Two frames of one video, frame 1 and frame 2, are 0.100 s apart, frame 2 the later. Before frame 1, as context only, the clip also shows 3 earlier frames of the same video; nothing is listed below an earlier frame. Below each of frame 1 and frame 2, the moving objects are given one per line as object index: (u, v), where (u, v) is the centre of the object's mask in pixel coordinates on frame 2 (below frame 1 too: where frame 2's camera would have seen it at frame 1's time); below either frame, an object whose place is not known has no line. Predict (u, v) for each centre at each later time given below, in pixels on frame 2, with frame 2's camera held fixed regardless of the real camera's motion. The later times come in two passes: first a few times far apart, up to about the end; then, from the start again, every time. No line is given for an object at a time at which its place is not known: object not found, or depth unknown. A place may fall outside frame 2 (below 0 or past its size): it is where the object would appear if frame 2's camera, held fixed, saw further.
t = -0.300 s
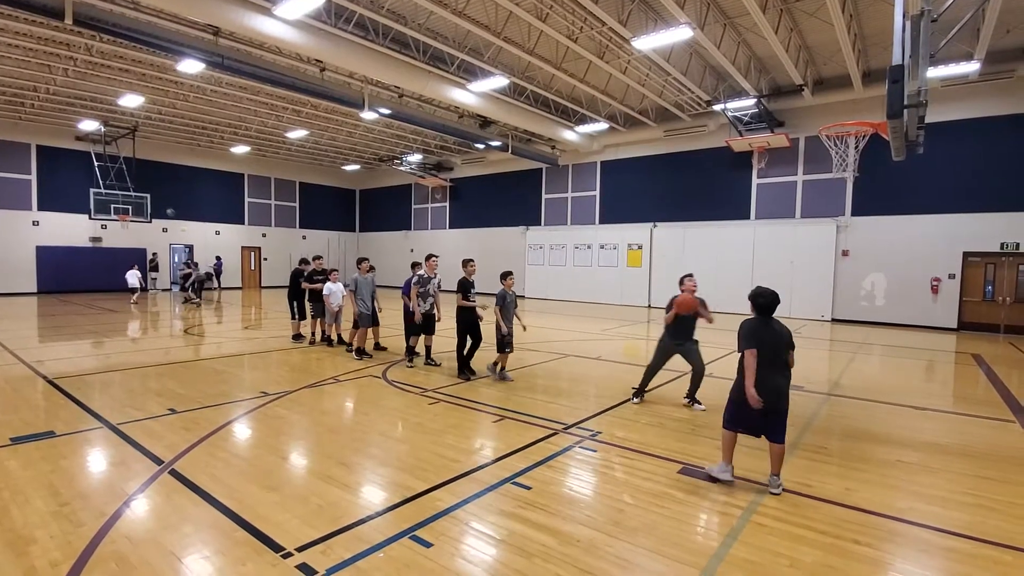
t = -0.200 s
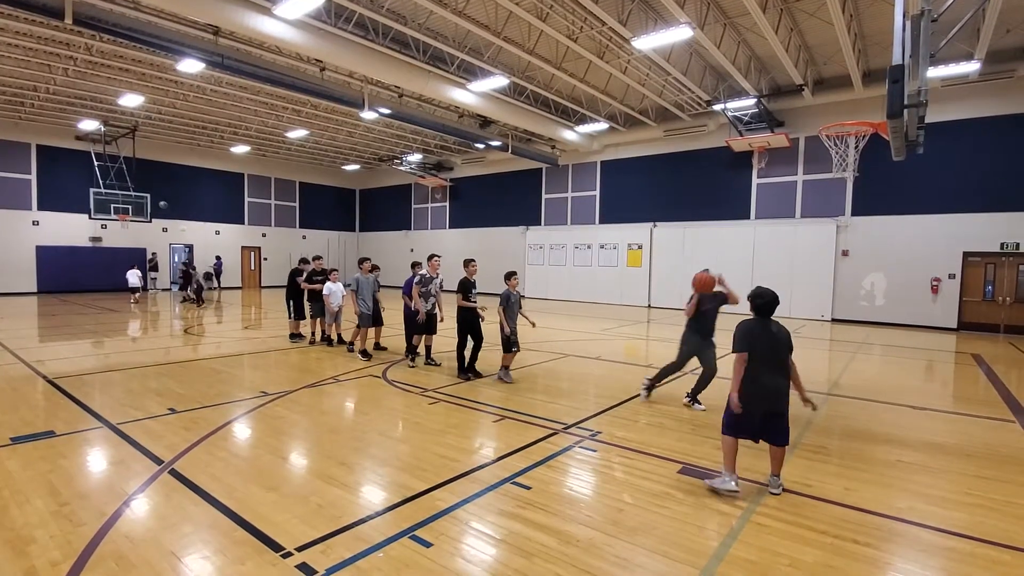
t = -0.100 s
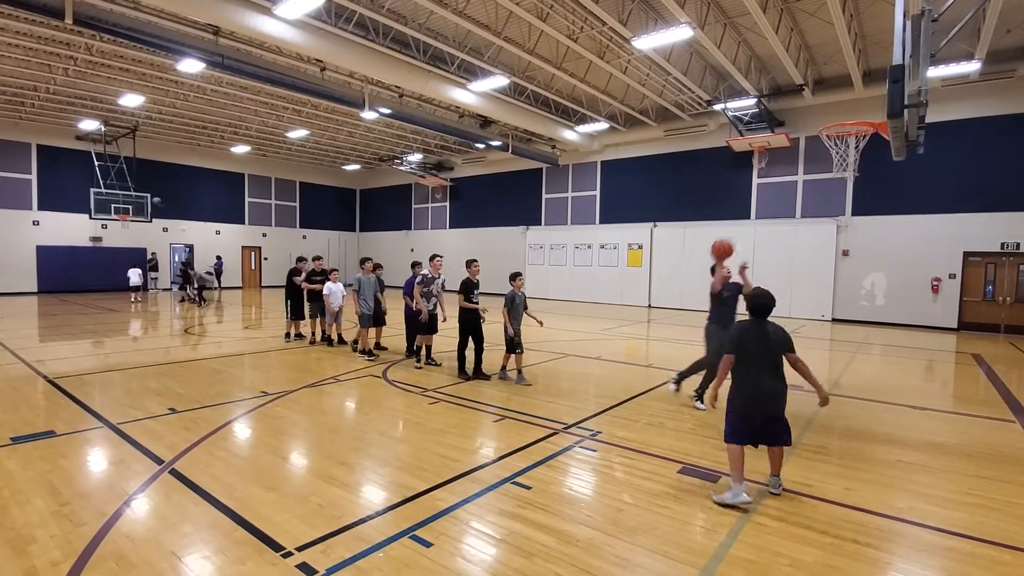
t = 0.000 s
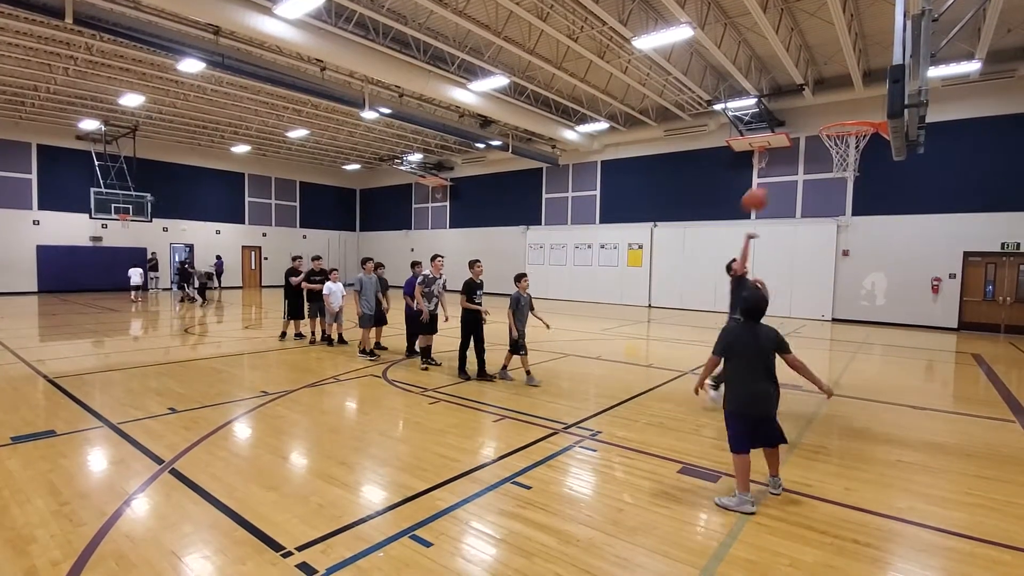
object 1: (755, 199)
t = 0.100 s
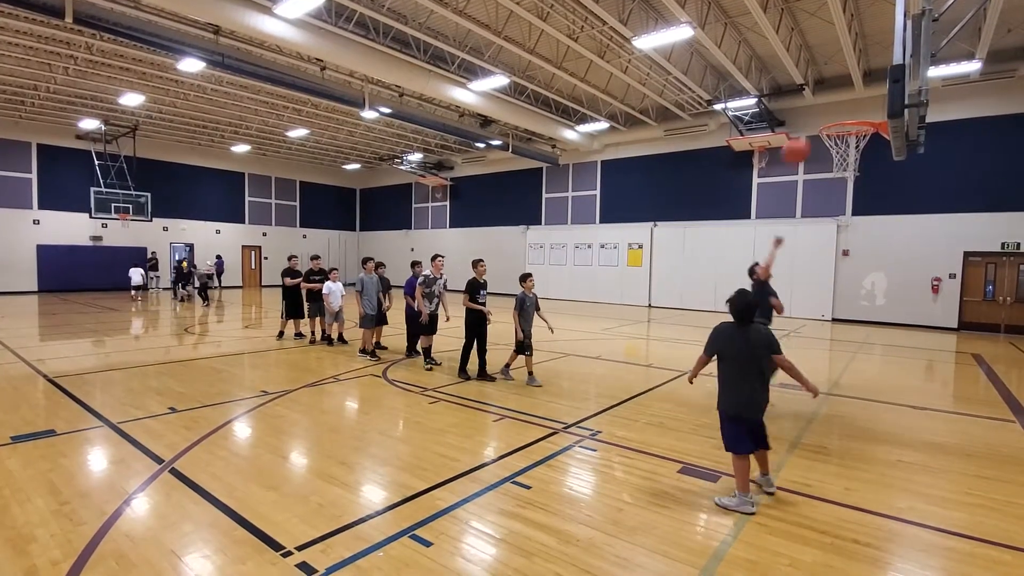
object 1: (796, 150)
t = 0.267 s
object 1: (872, 81)
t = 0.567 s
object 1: (770, 112)
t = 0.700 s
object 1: (721, 156)
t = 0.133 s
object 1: (809, 136)
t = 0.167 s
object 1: (825, 120)
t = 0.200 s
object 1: (840, 107)
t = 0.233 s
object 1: (856, 93)
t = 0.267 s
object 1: (872, 81)
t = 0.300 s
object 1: (873, 75)
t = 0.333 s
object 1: (861, 75)
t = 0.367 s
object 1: (846, 77)
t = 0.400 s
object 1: (835, 80)
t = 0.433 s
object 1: (820, 84)
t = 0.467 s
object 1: (807, 90)
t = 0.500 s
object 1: (793, 96)
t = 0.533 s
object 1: (781, 104)
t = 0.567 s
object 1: (770, 112)
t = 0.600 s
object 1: (757, 121)
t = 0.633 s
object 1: (745, 132)
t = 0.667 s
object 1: (733, 144)
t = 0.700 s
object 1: (721, 156)
